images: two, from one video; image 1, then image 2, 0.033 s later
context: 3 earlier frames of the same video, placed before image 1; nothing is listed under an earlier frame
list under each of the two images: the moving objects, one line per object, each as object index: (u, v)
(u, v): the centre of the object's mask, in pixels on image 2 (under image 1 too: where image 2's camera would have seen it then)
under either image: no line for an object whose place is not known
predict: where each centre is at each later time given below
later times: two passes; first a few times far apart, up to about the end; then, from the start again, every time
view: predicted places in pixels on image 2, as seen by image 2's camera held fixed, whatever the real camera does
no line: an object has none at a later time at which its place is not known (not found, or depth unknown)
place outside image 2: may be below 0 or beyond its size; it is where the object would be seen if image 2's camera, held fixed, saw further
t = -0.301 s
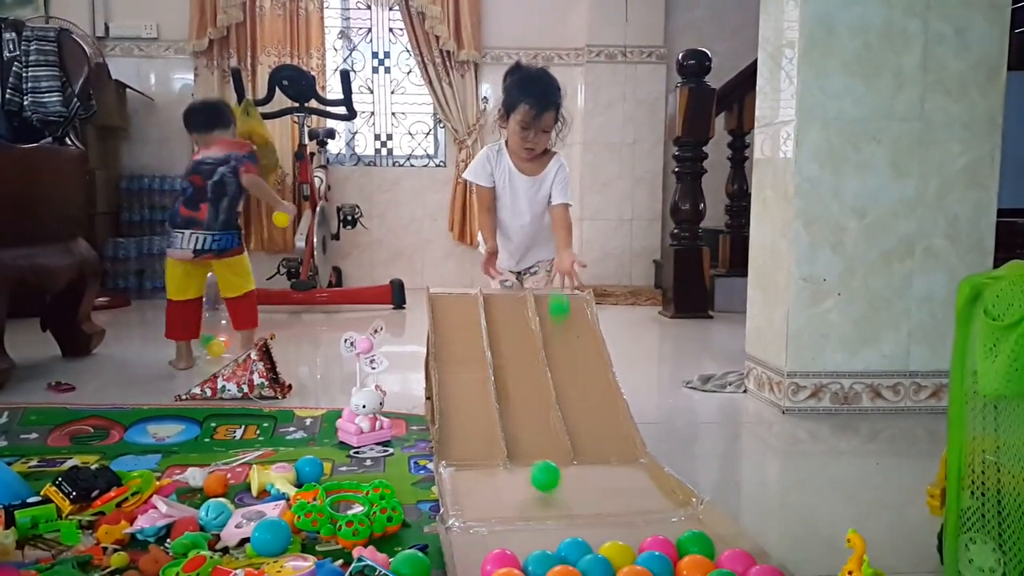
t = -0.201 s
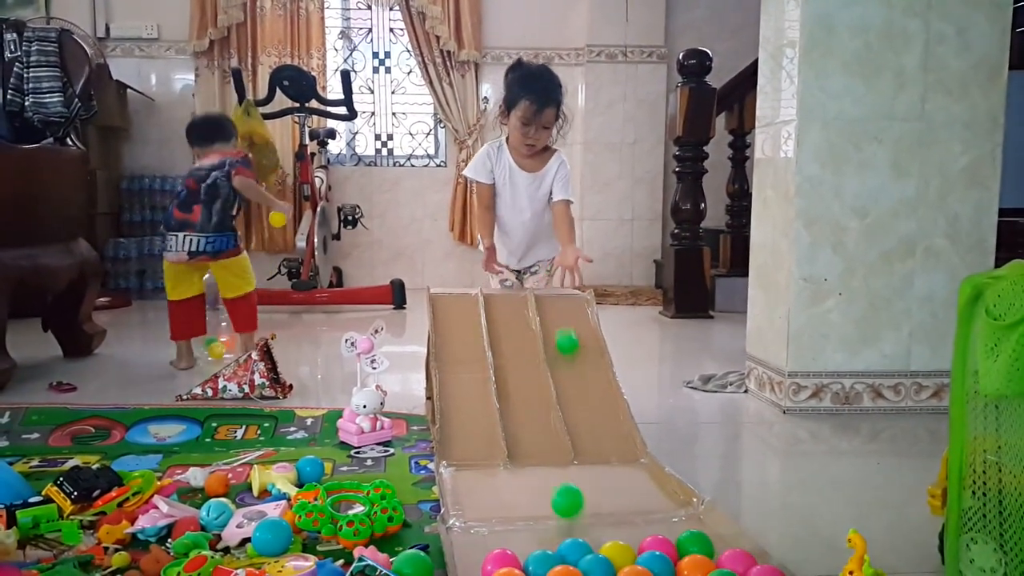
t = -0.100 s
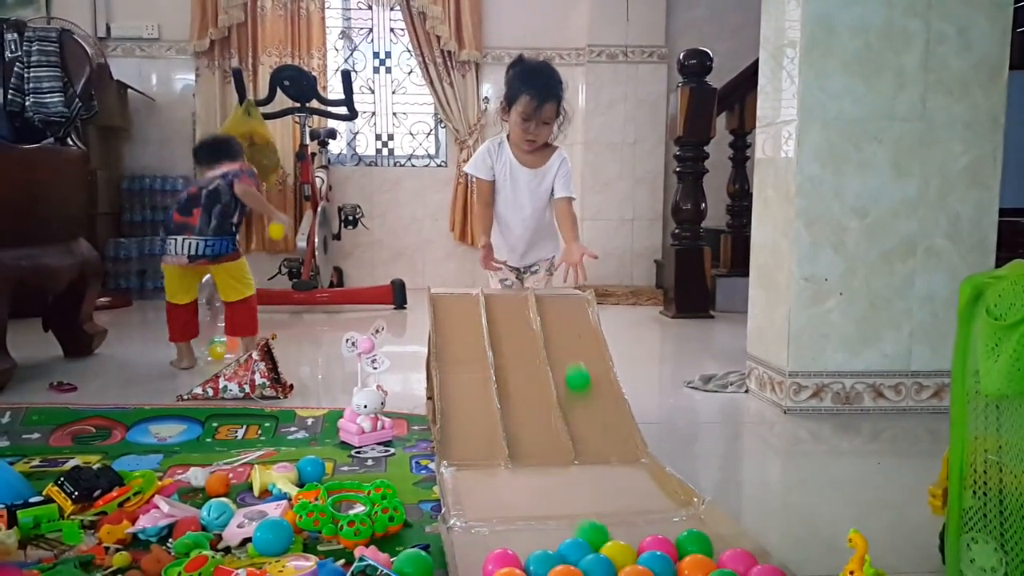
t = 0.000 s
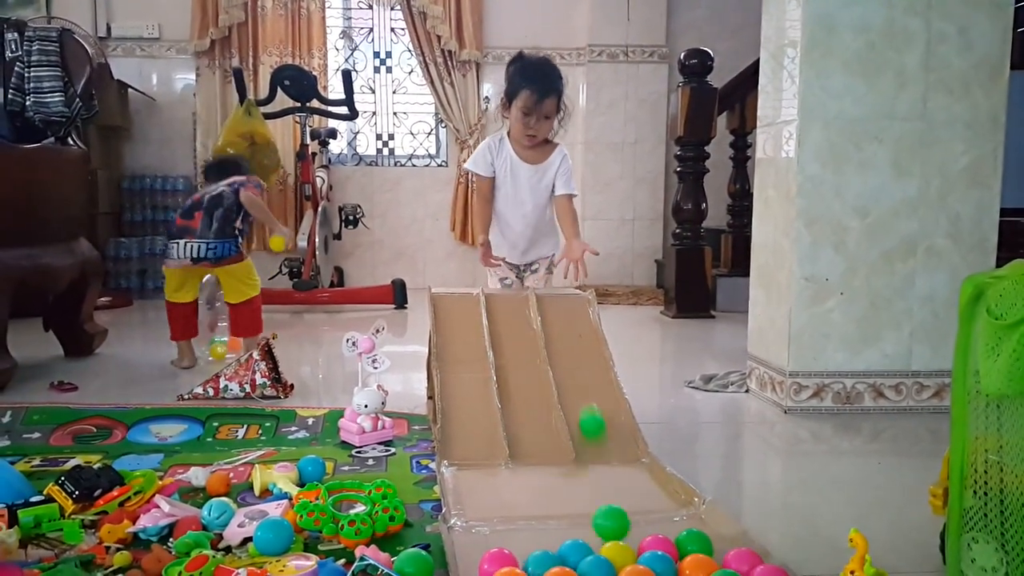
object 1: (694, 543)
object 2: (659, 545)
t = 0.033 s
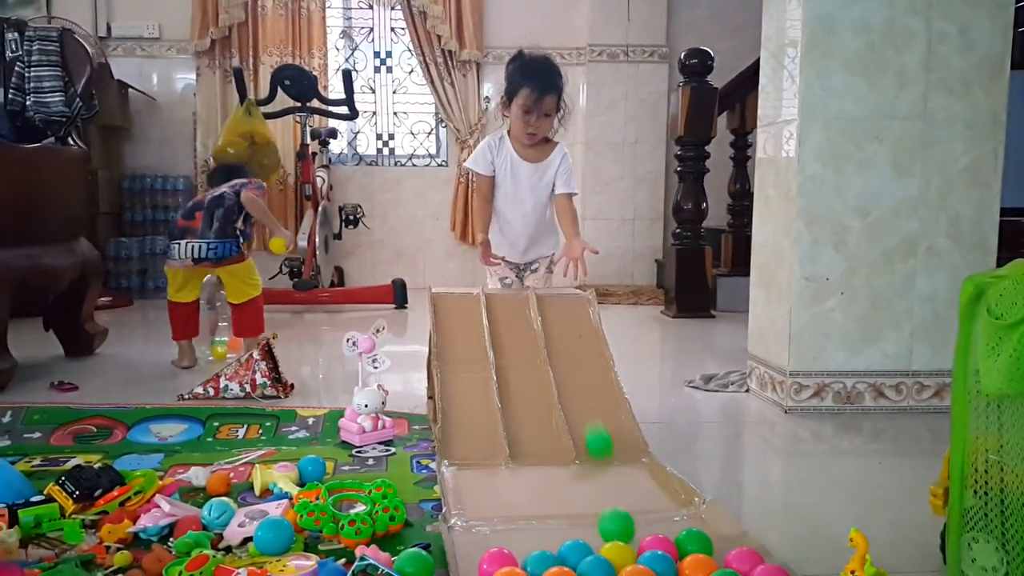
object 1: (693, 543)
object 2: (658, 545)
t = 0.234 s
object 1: (690, 542)
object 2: (657, 545)
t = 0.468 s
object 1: (697, 547)
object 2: (655, 544)
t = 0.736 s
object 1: (686, 548)
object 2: (646, 543)
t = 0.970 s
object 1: (685, 548)
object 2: (645, 543)
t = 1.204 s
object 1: (685, 548)
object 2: (645, 543)
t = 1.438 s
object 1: (686, 549)
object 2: (646, 544)
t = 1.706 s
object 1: (686, 549)
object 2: (646, 544)
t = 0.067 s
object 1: (693, 543)
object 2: (658, 545)
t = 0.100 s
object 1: (693, 543)
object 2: (658, 545)
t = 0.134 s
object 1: (693, 542)
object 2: (658, 545)
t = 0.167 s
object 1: (692, 542)
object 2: (657, 545)
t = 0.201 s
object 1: (691, 542)
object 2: (657, 545)
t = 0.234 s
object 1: (690, 542)
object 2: (657, 545)
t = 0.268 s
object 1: (689, 541)
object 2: (656, 544)
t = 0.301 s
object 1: (694, 543)
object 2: (656, 544)
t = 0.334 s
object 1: (706, 547)
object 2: (656, 545)
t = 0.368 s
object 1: (705, 548)
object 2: (656, 544)
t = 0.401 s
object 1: (701, 547)
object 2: (656, 544)
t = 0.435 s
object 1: (698, 547)
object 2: (656, 544)
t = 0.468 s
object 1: (697, 547)
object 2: (655, 544)
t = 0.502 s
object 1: (696, 547)
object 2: (654, 544)
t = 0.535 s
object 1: (694, 547)
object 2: (653, 544)
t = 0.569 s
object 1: (691, 547)
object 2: (651, 543)
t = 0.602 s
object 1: (690, 547)
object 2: (650, 543)
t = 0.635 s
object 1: (689, 547)
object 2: (648, 543)
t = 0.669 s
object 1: (687, 547)
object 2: (648, 543)
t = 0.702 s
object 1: (686, 547)
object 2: (646, 543)
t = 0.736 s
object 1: (686, 548)
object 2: (646, 543)
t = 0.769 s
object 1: (685, 548)
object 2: (646, 543)
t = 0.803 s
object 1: (685, 548)
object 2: (645, 543)
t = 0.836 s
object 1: (685, 548)
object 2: (645, 543)
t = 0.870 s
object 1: (685, 548)
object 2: (646, 543)
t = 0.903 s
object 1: (685, 548)
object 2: (645, 543)
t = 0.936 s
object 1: (685, 548)
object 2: (645, 543)
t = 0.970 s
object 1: (685, 548)
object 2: (645, 543)
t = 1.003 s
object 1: (685, 548)
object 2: (645, 543)
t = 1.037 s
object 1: (685, 548)
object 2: (645, 543)
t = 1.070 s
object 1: (685, 548)
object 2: (645, 543)
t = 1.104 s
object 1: (685, 548)
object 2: (646, 543)
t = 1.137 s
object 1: (685, 548)
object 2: (645, 543)
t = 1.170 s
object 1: (685, 548)
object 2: (646, 543)
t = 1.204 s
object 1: (685, 548)
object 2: (645, 543)
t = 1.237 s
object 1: (685, 548)
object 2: (645, 543)
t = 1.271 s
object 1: (686, 548)
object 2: (646, 543)
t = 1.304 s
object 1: (686, 549)
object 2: (646, 544)
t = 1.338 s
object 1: (686, 549)
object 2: (646, 544)
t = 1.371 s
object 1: (686, 549)
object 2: (646, 544)
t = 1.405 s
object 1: (686, 549)
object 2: (646, 544)
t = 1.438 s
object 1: (686, 549)
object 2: (646, 544)
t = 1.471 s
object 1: (686, 549)
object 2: (646, 544)
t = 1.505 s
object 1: (686, 549)
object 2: (646, 544)
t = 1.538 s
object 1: (686, 549)
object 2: (646, 544)
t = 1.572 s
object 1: (686, 549)
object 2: (646, 544)
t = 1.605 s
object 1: (686, 549)
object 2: (646, 544)
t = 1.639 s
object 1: (686, 549)
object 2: (646, 544)
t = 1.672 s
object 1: (686, 549)
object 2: (646, 544)
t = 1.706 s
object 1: (686, 549)
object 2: (646, 544)
